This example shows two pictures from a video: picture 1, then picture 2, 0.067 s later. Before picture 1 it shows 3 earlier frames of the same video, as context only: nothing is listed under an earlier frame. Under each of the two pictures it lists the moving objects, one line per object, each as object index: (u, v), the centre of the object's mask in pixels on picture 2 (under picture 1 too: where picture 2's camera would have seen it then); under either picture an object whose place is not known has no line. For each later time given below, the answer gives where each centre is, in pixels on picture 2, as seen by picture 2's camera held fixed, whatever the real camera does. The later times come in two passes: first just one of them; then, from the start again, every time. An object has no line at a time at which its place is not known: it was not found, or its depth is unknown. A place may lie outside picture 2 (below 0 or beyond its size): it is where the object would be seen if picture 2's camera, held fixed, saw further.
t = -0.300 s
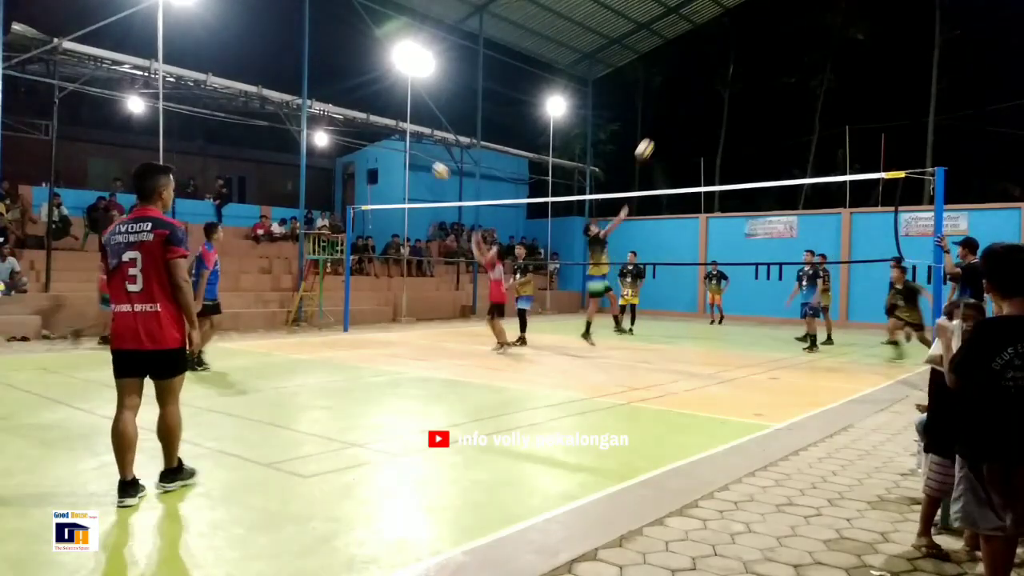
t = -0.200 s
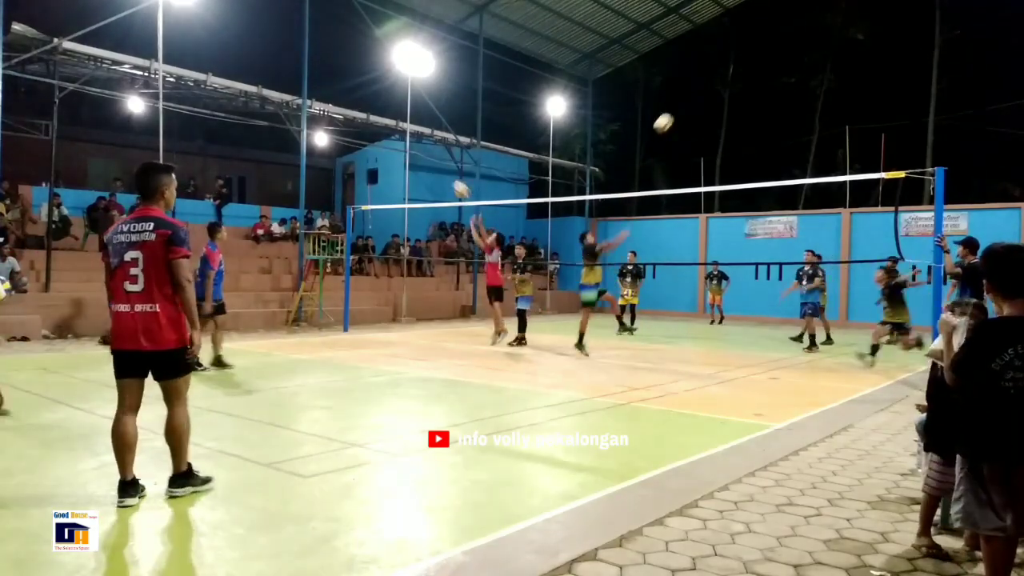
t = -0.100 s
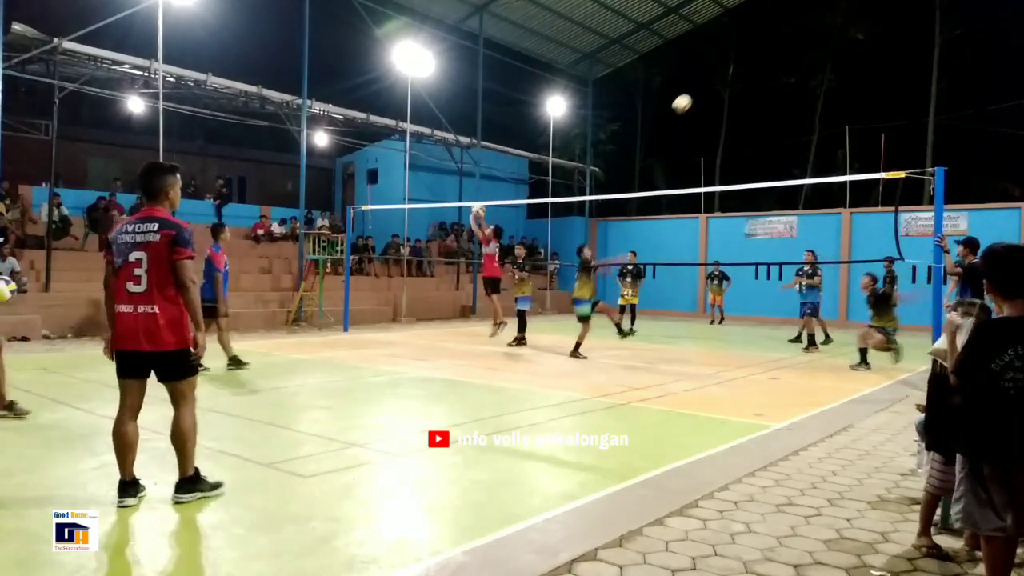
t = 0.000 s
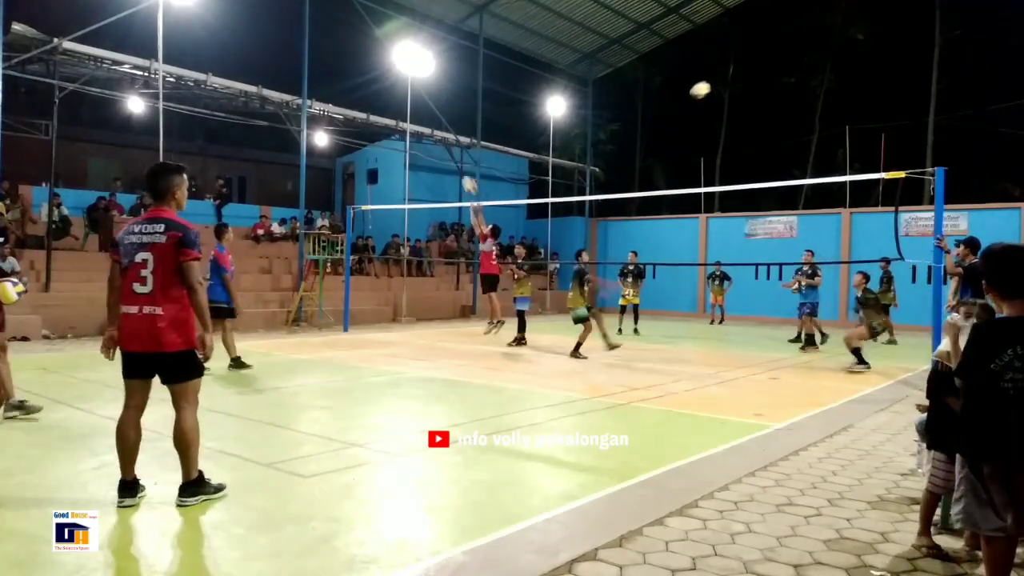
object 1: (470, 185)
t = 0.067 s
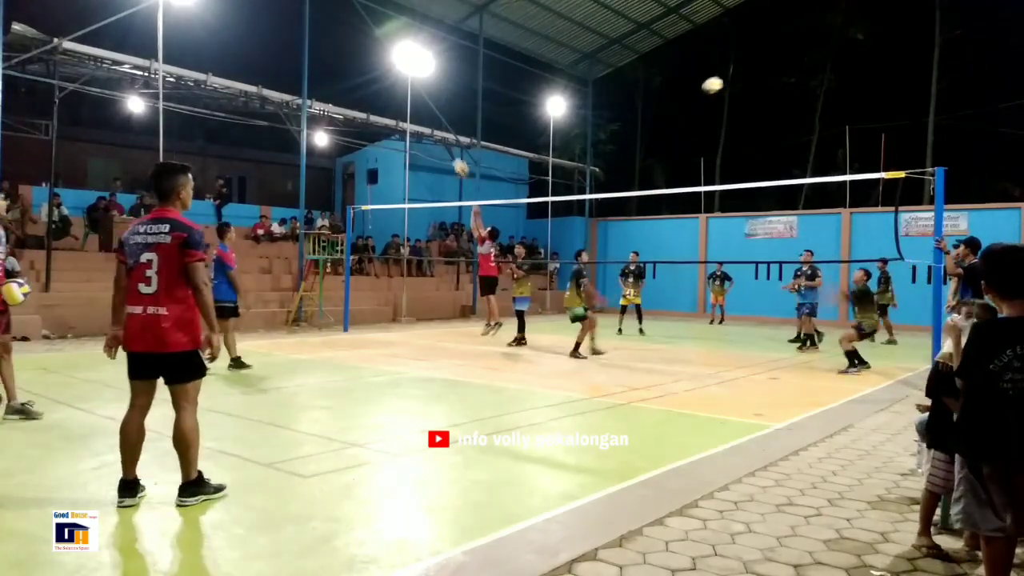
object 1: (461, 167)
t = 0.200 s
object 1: (443, 140)
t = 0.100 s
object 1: (456, 159)
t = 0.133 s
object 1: (452, 153)
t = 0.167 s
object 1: (447, 146)
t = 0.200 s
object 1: (443, 140)
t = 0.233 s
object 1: (439, 136)
